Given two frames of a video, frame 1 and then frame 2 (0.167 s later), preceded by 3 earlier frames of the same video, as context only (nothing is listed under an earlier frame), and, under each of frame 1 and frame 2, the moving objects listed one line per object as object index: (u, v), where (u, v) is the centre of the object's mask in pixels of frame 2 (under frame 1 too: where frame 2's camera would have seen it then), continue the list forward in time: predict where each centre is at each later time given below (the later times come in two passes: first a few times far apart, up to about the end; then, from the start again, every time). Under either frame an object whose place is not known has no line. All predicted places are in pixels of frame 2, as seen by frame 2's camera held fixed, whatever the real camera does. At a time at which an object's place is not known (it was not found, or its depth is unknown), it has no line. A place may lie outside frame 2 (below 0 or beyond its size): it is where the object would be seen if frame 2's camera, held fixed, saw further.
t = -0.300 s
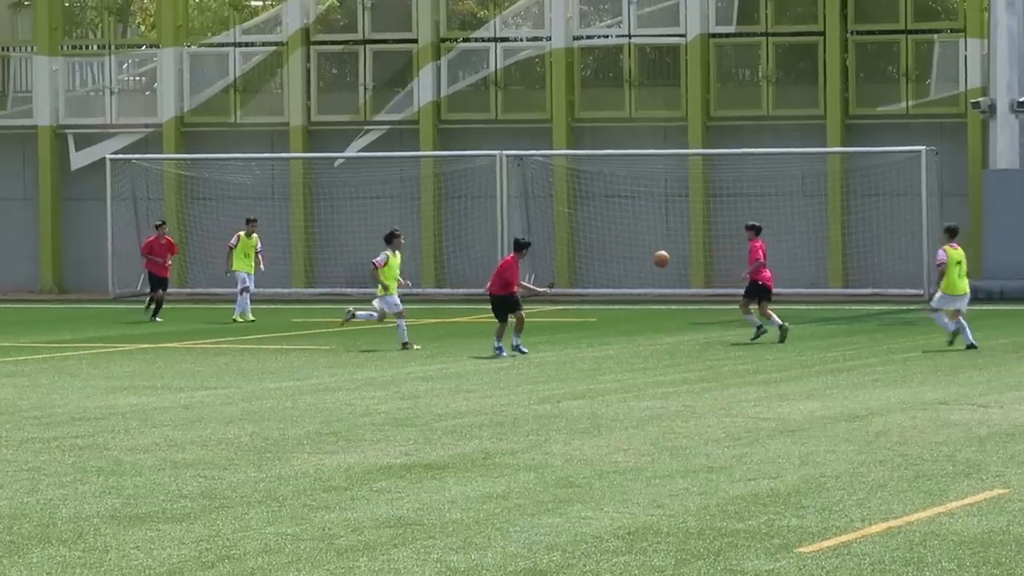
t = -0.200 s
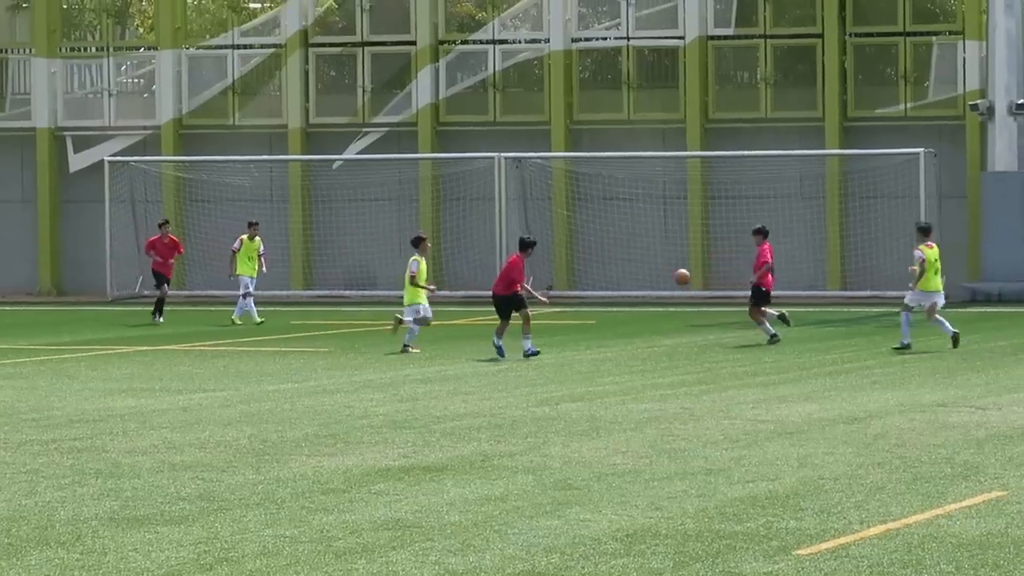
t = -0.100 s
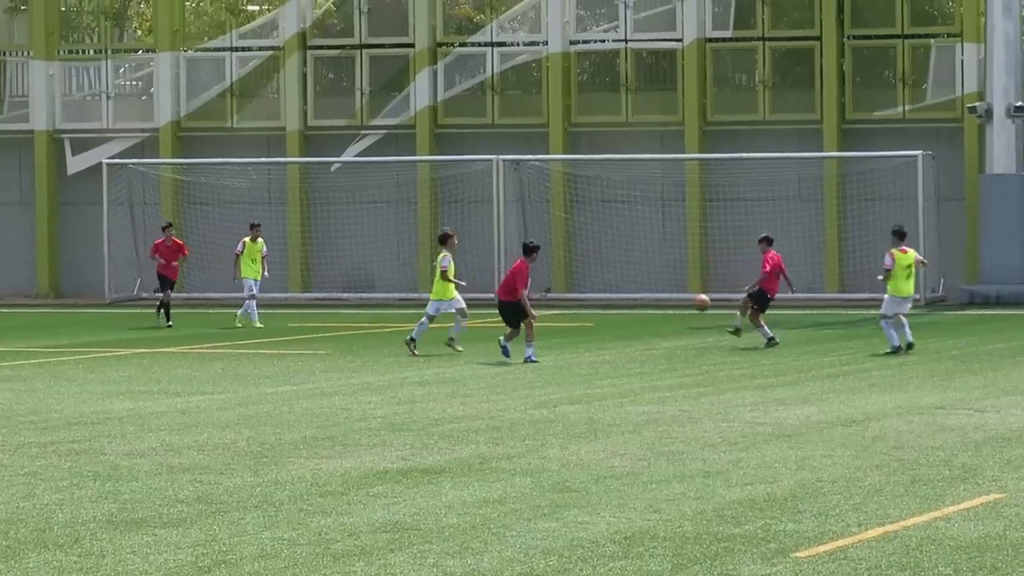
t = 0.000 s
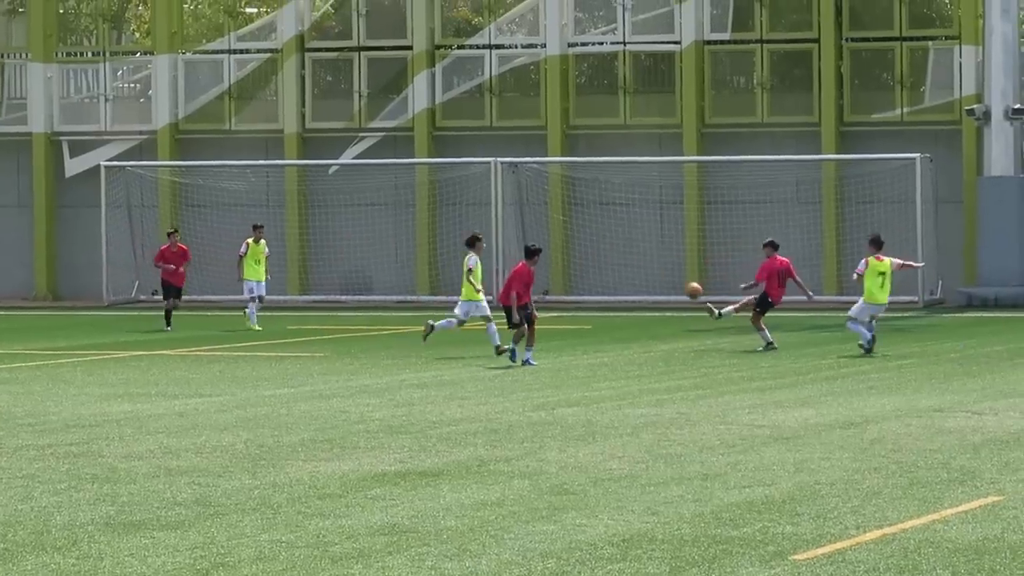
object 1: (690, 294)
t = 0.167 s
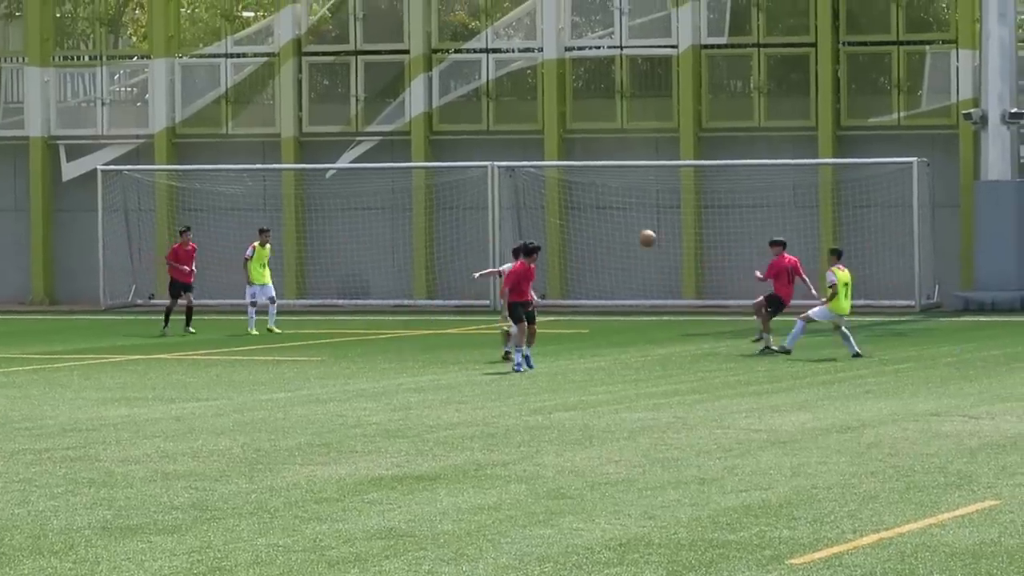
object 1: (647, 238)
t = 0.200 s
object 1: (639, 229)
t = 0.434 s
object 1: (578, 193)
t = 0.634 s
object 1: (524, 198)
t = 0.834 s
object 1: (470, 239)
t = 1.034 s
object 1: (416, 318)
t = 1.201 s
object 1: (380, 361)
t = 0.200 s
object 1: (639, 229)
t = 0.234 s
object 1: (630, 221)
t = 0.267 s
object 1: (622, 214)
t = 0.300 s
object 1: (613, 208)
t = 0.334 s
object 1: (604, 203)
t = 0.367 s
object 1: (595, 199)
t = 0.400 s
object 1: (587, 195)
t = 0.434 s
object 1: (578, 193)
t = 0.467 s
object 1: (570, 191)
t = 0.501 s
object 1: (560, 190)
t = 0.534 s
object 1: (551, 191)
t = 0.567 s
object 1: (542, 192)
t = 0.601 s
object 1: (534, 195)
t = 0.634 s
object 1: (524, 198)
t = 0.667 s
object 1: (515, 201)
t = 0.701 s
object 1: (506, 207)
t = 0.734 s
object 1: (498, 214)
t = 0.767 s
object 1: (489, 221)
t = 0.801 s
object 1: (479, 229)
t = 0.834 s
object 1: (470, 239)
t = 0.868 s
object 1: (461, 249)
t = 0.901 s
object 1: (453, 261)
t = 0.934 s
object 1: (443, 273)
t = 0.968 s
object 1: (435, 288)
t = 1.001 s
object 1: (426, 303)
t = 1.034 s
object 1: (416, 318)
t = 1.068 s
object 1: (408, 335)
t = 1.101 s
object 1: (398, 353)
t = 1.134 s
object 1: (390, 372)
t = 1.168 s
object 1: (384, 372)
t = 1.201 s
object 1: (380, 361)
